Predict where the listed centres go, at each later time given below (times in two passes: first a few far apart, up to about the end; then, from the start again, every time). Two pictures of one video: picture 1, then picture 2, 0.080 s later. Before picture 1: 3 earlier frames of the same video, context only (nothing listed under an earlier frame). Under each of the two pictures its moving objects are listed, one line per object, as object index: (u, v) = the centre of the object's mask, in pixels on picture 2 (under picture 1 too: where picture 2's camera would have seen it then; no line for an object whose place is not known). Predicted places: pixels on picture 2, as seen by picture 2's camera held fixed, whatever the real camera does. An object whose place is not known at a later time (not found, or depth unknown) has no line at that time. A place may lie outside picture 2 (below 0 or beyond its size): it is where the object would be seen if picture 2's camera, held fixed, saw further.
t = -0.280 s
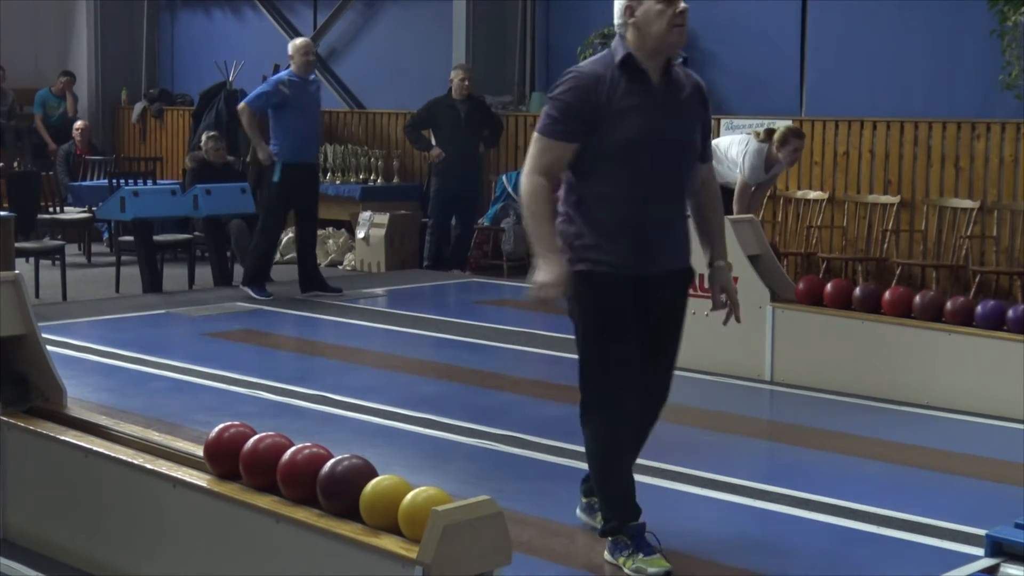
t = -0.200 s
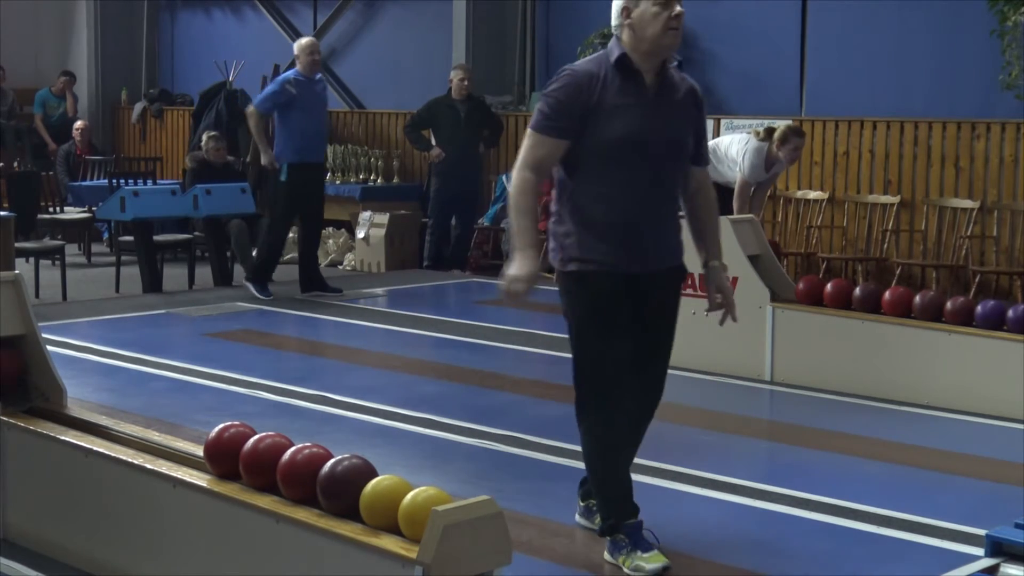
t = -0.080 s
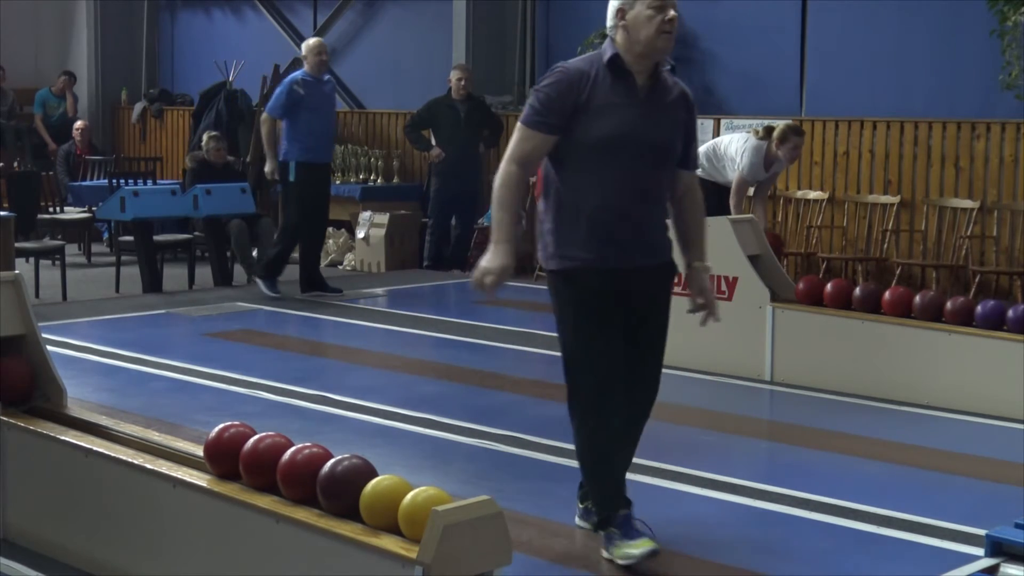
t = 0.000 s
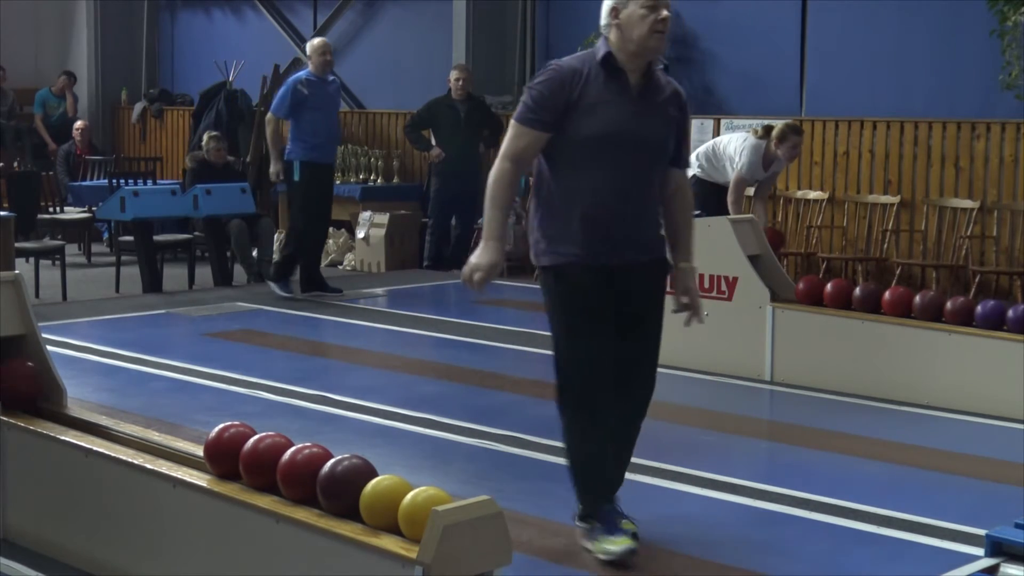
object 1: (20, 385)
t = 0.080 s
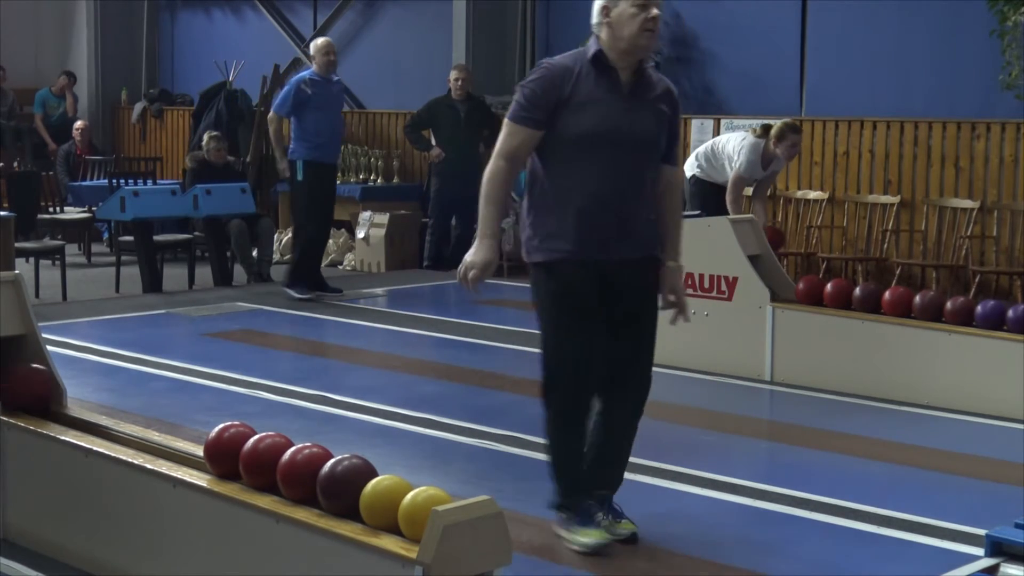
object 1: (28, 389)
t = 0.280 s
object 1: (57, 397)
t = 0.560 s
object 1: (97, 408)
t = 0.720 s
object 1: (121, 416)
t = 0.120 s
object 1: (37, 391)
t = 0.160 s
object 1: (42, 393)
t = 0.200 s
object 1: (46, 394)
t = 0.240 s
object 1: (51, 396)
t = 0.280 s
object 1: (57, 397)
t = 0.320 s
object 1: (62, 399)
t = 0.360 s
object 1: (68, 400)
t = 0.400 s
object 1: (73, 402)
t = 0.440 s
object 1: (79, 404)
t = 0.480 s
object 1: (85, 405)
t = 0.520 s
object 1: (91, 407)
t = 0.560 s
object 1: (97, 408)
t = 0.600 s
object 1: (103, 410)
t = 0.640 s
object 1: (109, 412)
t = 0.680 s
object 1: (115, 414)
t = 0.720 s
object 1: (121, 416)
